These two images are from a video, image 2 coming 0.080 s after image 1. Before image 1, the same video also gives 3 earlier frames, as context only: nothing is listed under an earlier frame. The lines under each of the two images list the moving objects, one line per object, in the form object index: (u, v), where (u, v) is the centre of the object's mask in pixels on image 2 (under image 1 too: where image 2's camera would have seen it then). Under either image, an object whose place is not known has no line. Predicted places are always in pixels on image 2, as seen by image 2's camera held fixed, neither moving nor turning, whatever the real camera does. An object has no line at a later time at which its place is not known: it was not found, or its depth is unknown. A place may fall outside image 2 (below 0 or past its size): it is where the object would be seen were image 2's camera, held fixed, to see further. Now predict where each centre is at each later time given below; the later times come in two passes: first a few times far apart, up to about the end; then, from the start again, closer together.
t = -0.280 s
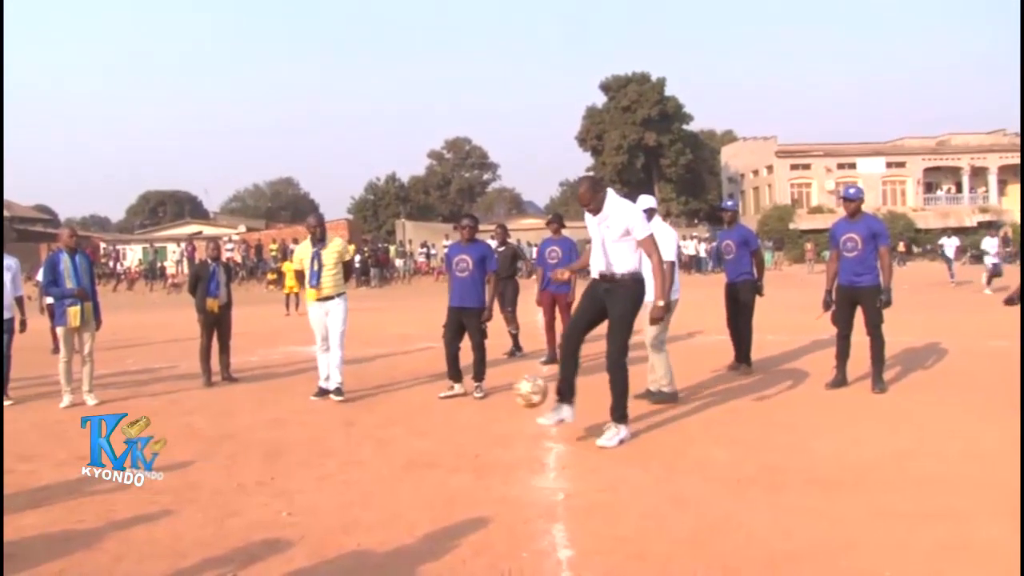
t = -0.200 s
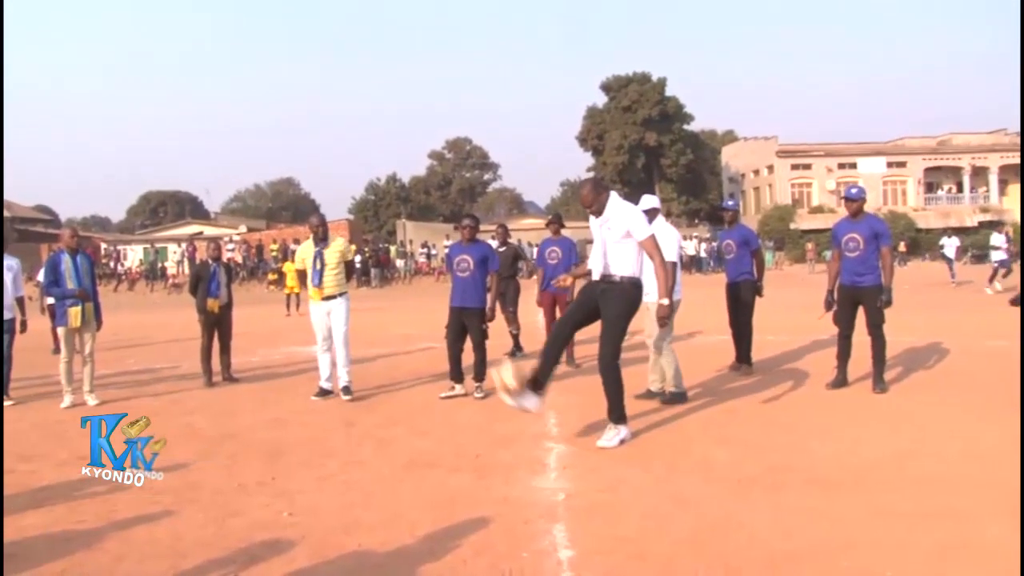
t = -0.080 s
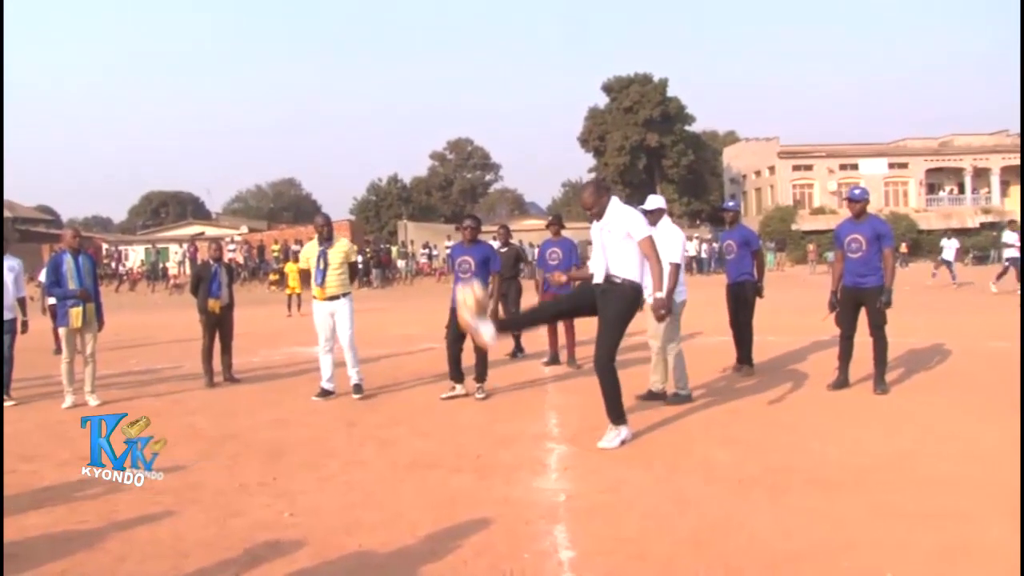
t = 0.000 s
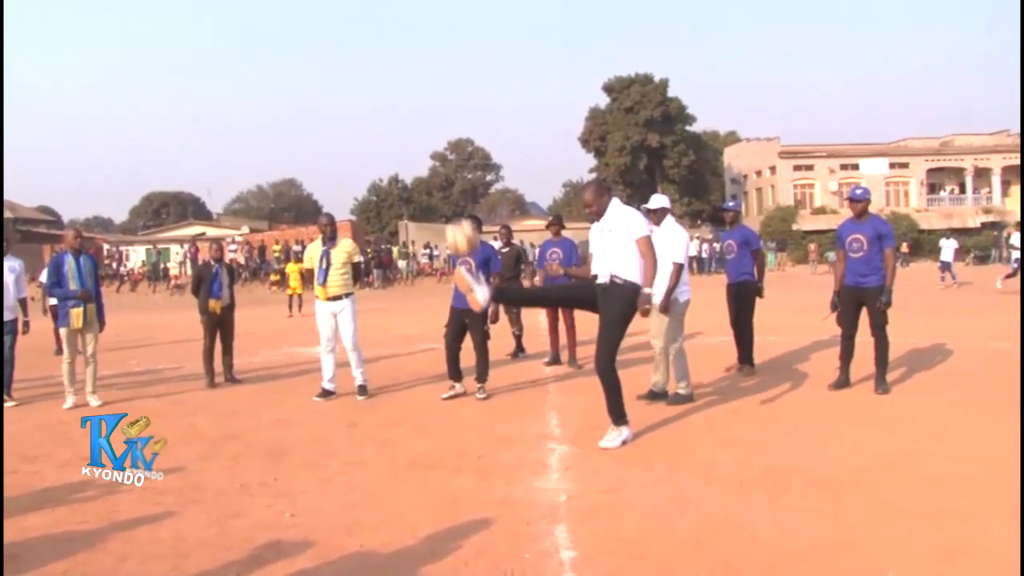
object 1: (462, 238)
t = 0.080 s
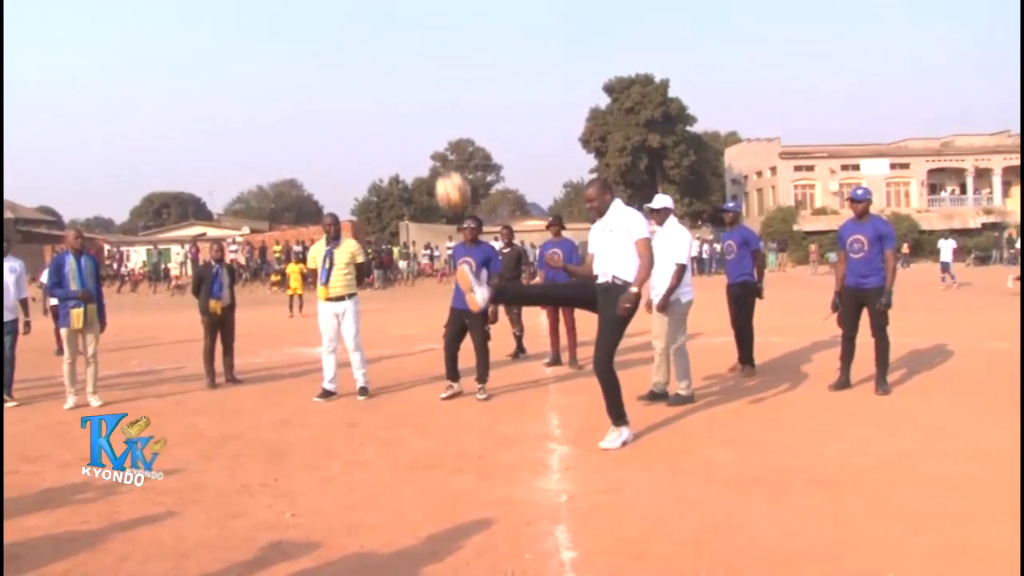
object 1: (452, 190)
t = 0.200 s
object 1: (438, 136)
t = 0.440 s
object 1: (414, 98)
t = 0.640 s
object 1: (396, 128)
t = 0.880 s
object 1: (377, 235)
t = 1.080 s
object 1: (368, 389)
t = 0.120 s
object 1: (446, 169)
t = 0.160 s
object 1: (443, 152)
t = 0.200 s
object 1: (438, 136)
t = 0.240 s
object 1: (434, 124)
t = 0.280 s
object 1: (430, 114)
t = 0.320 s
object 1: (426, 107)
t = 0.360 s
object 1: (422, 102)
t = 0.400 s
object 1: (418, 98)
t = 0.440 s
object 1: (414, 98)
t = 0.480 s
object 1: (410, 99)
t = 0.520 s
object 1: (406, 103)
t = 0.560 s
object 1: (403, 109)
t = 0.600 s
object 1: (399, 117)
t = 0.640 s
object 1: (396, 128)
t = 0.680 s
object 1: (392, 140)
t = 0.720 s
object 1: (389, 156)
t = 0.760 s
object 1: (385, 172)
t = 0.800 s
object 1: (380, 192)
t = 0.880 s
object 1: (377, 235)
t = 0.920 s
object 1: (376, 263)
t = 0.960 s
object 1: (374, 291)
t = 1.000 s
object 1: (371, 322)
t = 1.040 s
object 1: (370, 353)
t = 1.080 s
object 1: (368, 389)
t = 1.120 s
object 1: (365, 424)
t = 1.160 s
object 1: (363, 415)
